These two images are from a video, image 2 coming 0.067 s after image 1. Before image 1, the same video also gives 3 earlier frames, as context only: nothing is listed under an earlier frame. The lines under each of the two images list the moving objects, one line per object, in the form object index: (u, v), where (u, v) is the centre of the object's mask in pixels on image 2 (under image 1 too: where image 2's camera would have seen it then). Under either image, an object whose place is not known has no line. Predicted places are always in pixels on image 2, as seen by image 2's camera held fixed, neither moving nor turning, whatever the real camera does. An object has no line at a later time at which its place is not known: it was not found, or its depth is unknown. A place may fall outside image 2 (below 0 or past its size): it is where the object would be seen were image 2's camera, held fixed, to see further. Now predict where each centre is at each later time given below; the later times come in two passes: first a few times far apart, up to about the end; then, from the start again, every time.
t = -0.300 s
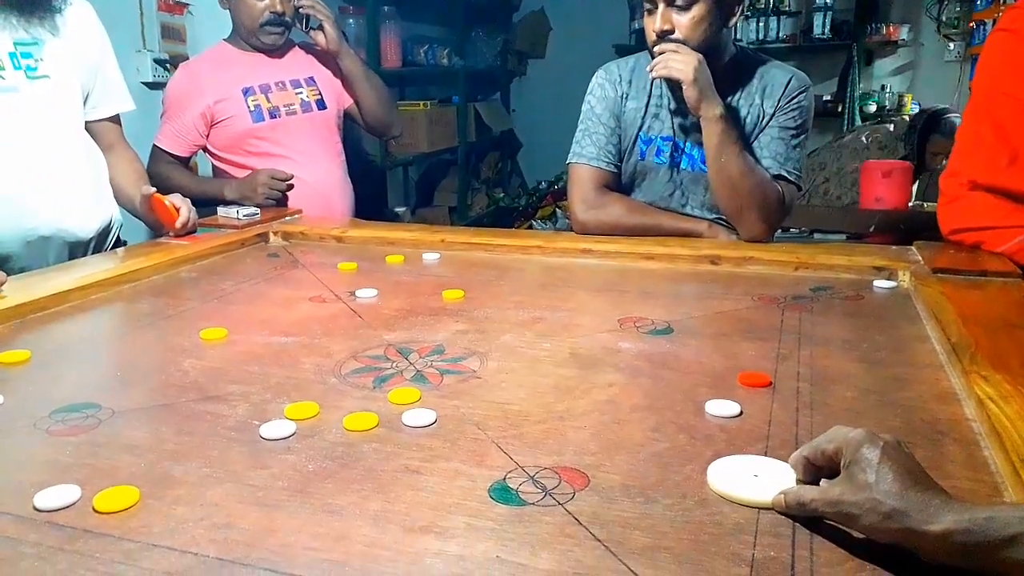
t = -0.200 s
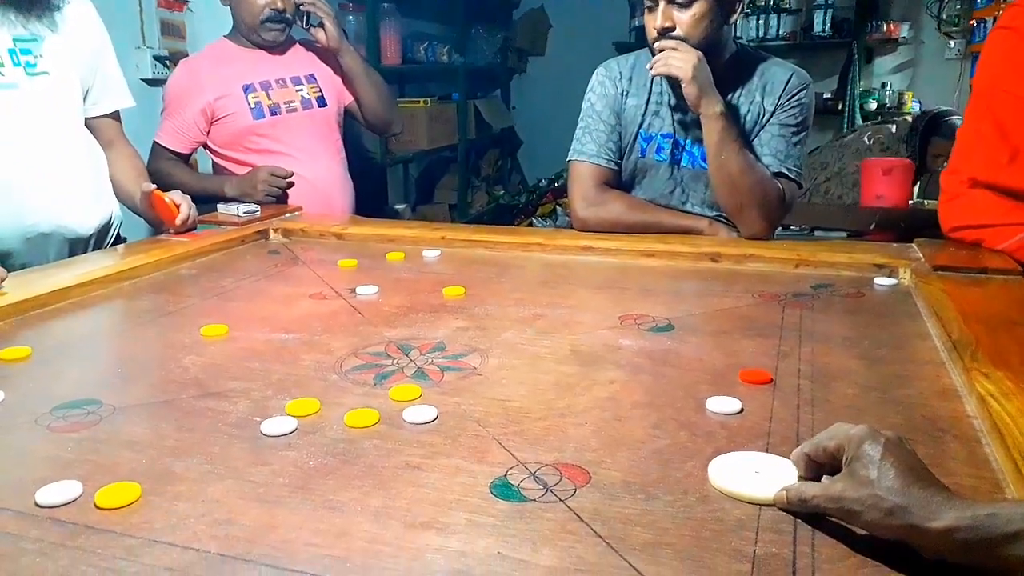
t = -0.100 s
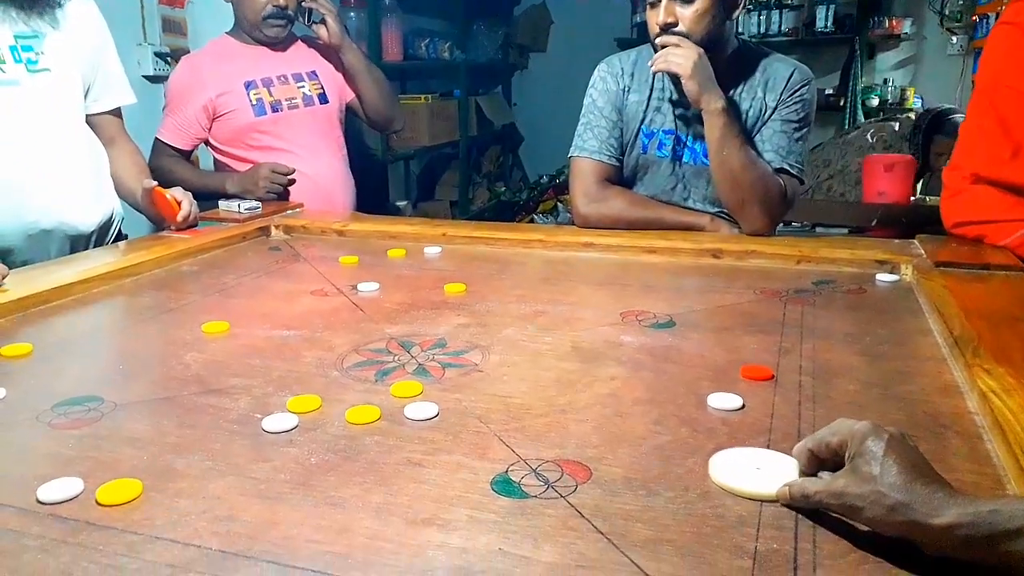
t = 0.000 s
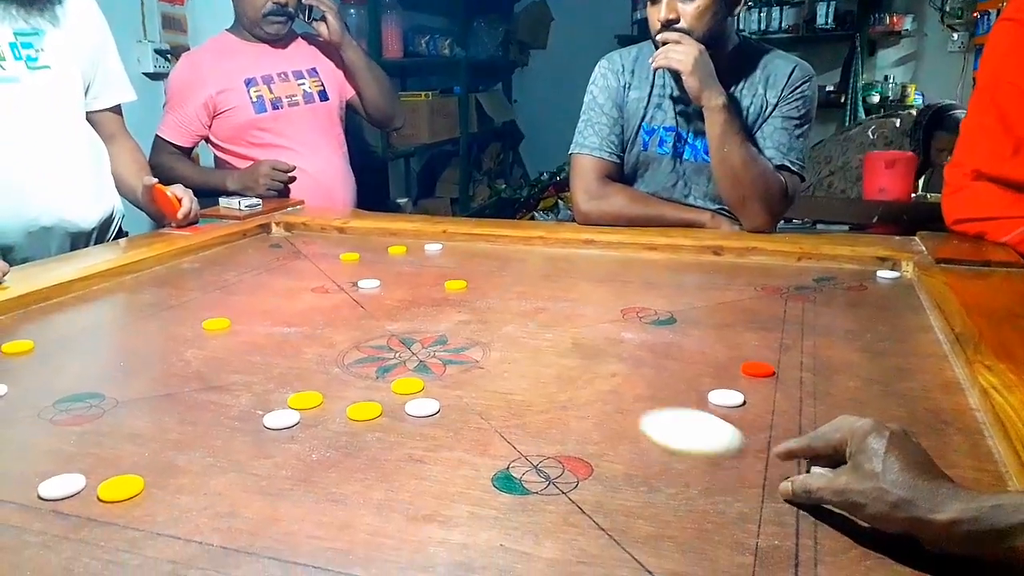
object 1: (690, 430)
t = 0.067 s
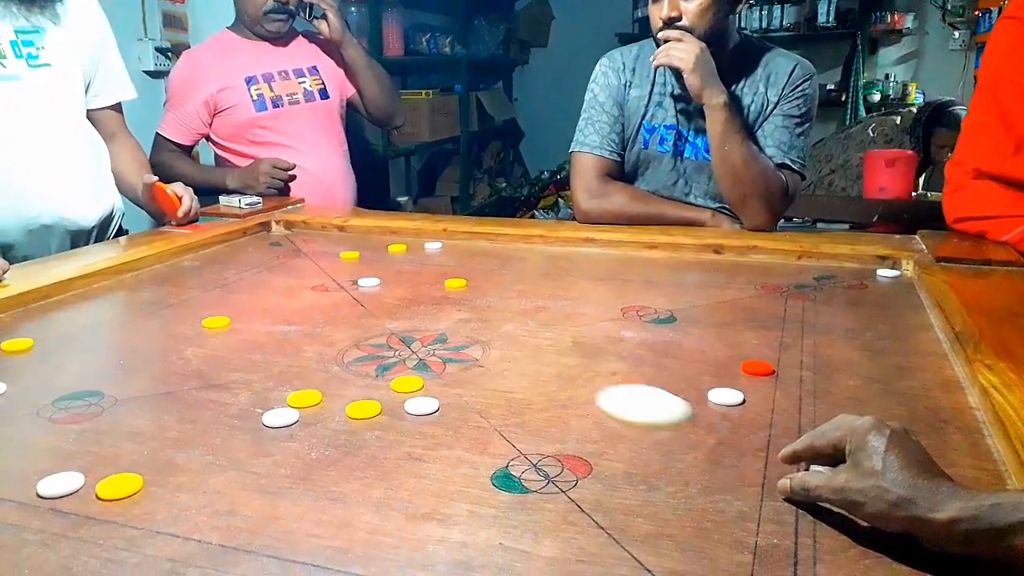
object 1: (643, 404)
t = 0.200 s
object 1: (564, 363)
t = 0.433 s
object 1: (472, 313)
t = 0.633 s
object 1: (417, 284)
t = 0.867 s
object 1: (374, 260)
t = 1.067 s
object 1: (355, 246)
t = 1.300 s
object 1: (340, 236)
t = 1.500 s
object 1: (324, 242)
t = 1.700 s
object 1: (311, 247)
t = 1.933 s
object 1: (302, 251)
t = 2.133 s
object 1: (297, 254)
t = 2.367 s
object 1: (296, 256)
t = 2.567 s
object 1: (297, 258)
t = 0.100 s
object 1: (620, 392)
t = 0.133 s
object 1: (600, 382)
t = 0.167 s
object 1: (582, 372)
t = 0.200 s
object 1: (564, 363)
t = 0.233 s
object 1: (549, 354)
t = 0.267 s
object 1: (534, 346)
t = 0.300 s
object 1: (520, 339)
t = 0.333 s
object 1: (506, 332)
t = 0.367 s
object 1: (494, 325)
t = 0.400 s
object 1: (483, 319)
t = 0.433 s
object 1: (472, 313)
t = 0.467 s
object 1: (462, 308)
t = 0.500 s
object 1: (452, 302)
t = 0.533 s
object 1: (443, 298)
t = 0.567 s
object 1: (434, 293)
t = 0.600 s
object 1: (425, 289)
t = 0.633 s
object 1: (417, 284)
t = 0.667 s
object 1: (410, 281)
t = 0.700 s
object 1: (402, 277)
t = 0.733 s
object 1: (396, 273)
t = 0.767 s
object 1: (390, 270)
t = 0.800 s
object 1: (385, 266)
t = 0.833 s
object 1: (379, 263)
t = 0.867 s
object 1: (374, 260)
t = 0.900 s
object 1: (370, 257)
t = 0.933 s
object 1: (366, 255)
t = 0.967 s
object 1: (363, 252)
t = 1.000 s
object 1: (360, 250)
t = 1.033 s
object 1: (358, 248)
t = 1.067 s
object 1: (355, 246)
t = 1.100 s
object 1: (353, 245)
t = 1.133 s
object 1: (350, 243)
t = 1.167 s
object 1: (348, 241)
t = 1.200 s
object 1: (346, 239)
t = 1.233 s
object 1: (344, 238)
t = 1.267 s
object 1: (343, 236)
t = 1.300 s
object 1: (340, 236)
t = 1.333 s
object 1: (337, 237)
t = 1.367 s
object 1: (334, 238)
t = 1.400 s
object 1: (332, 239)
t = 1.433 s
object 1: (329, 240)
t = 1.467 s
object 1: (326, 241)
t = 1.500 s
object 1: (324, 242)
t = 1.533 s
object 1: (321, 243)
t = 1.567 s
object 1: (319, 243)
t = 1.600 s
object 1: (317, 244)
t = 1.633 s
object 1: (315, 245)
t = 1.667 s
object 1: (313, 246)
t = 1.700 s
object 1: (311, 247)
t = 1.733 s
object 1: (310, 247)
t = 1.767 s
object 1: (308, 248)
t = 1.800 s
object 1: (307, 249)
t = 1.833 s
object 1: (306, 249)
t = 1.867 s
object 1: (304, 250)
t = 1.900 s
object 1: (303, 251)
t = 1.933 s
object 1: (302, 251)
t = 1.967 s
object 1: (301, 252)
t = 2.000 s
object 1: (300, 252)
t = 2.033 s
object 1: (299, 253)
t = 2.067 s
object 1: (298, 253)
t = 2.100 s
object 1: (298, 254)
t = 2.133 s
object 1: (297, 254)
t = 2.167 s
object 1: (297, 255)
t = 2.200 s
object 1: (296, 255)
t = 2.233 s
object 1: (296, 255)
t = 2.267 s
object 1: (296, 256)
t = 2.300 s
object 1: (296, 256)
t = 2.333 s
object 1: (296, 256)
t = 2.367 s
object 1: (296, 256)
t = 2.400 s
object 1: (296, 257)
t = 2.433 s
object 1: (296, 257)
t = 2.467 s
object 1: (296, 257)
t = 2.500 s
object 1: (297, 258)
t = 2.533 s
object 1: (297, 258)
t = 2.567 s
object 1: (297, 258)
